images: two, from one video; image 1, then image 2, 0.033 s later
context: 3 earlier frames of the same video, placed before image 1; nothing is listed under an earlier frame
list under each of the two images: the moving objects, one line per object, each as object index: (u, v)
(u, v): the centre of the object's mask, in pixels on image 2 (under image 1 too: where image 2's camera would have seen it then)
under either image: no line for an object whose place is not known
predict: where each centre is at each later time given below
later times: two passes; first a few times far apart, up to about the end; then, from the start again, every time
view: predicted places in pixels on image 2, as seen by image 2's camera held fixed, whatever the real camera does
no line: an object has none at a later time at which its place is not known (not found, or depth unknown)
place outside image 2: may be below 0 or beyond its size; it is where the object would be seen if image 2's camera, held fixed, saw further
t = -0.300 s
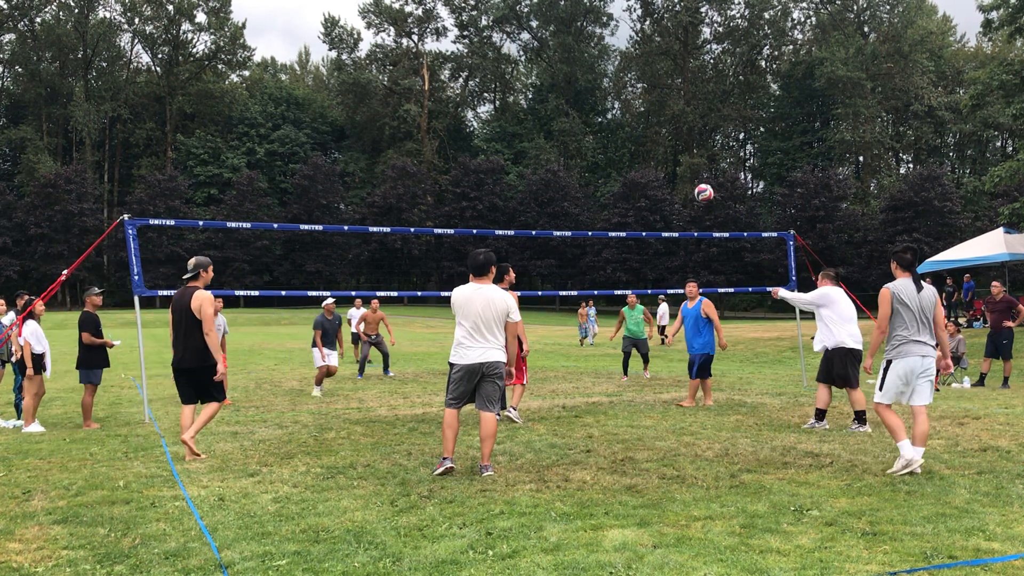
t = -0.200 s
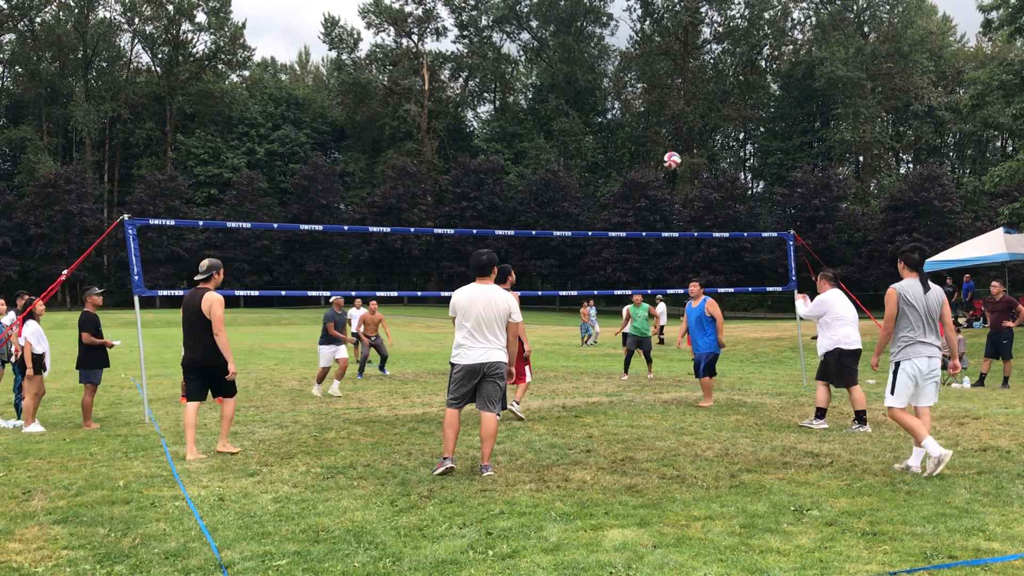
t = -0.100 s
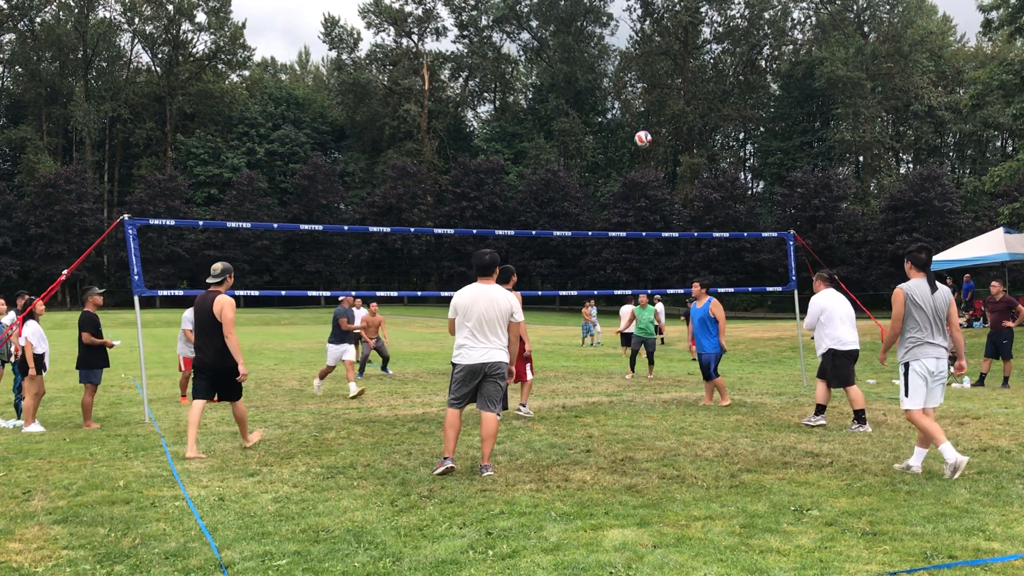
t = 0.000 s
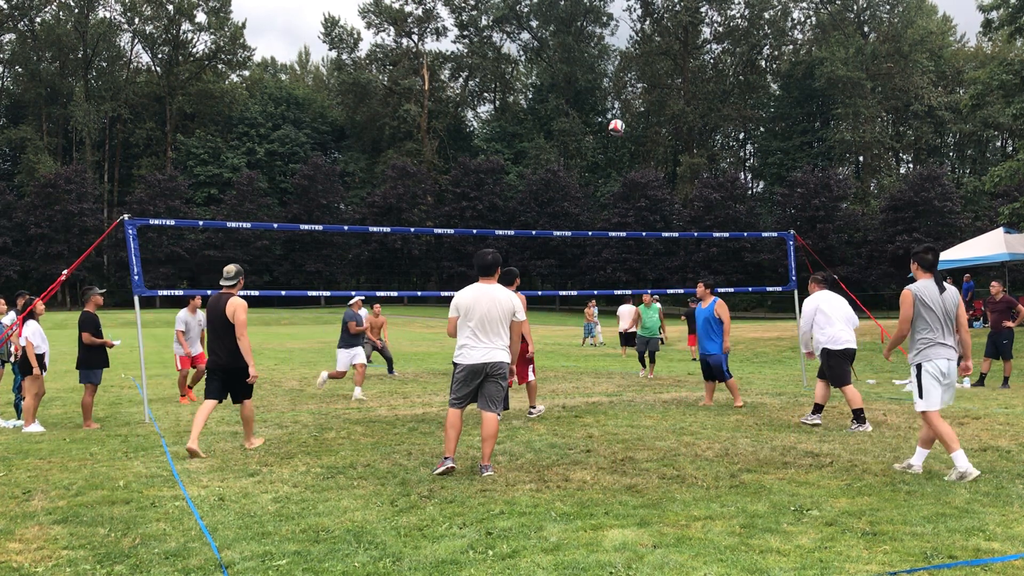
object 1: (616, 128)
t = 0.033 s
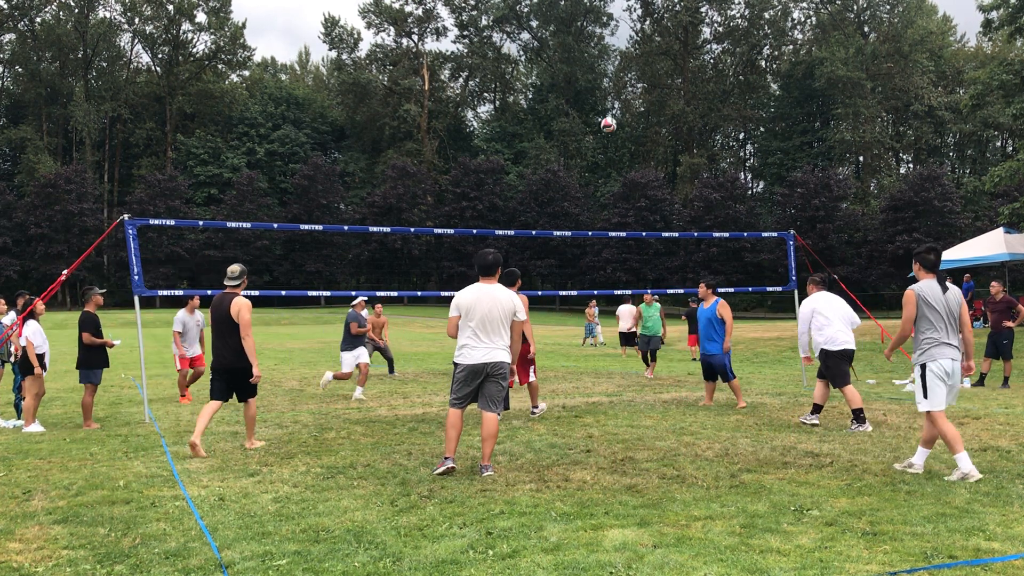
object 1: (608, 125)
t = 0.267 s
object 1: (558, 132)
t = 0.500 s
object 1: (518, 170)
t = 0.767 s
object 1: (481, 242)
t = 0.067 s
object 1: (600, 124)
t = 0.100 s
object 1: (593, 123)
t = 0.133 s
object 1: (585, 123)
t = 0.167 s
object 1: (578, 124)
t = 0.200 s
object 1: (571, 126)
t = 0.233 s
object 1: (564, 129)
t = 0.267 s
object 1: (558, 132)
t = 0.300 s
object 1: (552, 135)
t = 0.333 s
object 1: (546, 139)
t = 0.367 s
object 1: (539, 145)
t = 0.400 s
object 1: (534, 150)
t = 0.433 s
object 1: (528, 156)
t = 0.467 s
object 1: (523, 163)
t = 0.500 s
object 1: (518, 170)
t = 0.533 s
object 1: (513, 177)
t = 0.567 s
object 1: (507, 185)
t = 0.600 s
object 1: (503, 194)
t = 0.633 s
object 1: (498, 203)
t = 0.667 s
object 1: (494, 212)
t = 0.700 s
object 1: (490, 221)
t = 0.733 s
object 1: (485, 228)
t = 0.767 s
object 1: (481, 242)
